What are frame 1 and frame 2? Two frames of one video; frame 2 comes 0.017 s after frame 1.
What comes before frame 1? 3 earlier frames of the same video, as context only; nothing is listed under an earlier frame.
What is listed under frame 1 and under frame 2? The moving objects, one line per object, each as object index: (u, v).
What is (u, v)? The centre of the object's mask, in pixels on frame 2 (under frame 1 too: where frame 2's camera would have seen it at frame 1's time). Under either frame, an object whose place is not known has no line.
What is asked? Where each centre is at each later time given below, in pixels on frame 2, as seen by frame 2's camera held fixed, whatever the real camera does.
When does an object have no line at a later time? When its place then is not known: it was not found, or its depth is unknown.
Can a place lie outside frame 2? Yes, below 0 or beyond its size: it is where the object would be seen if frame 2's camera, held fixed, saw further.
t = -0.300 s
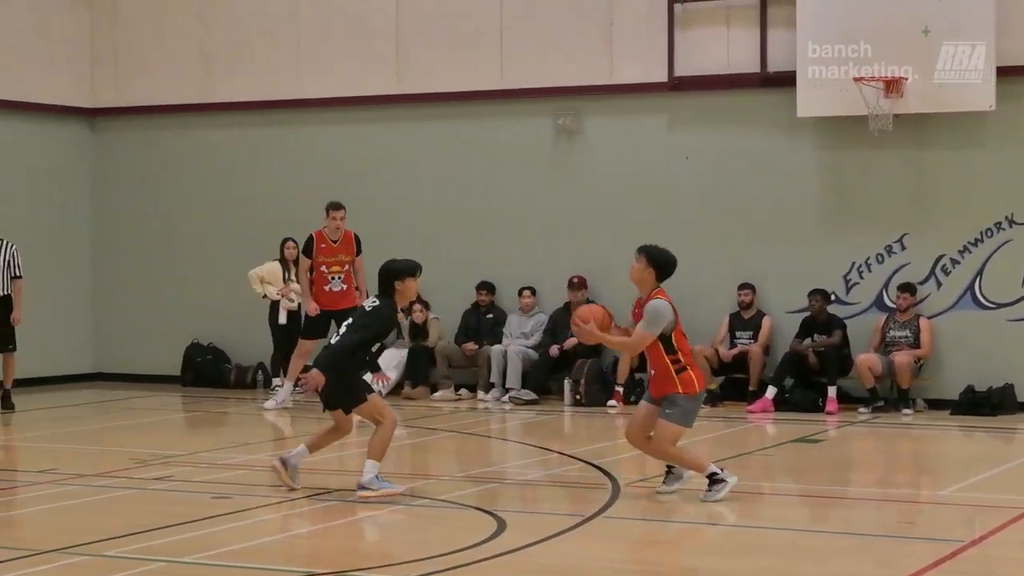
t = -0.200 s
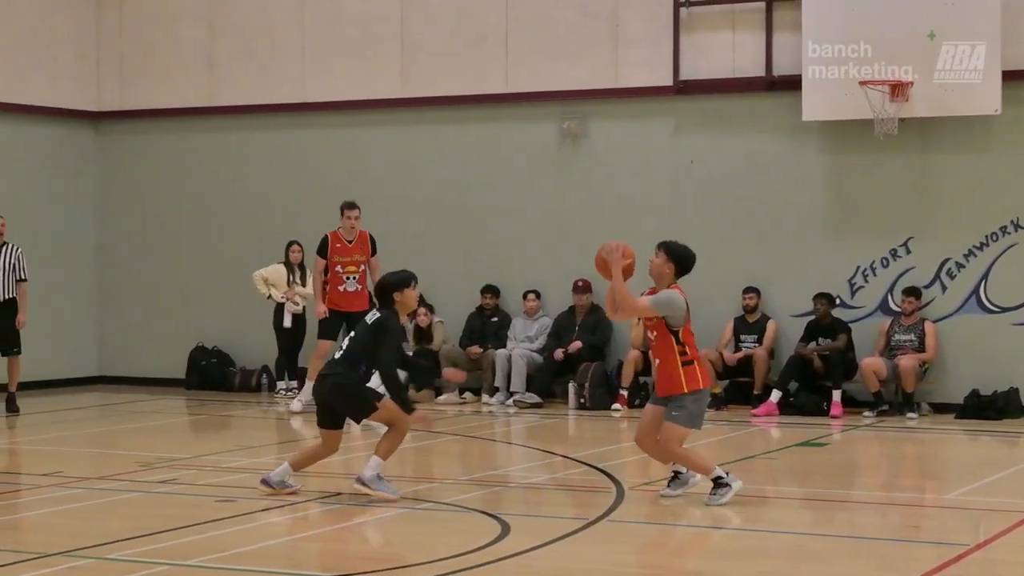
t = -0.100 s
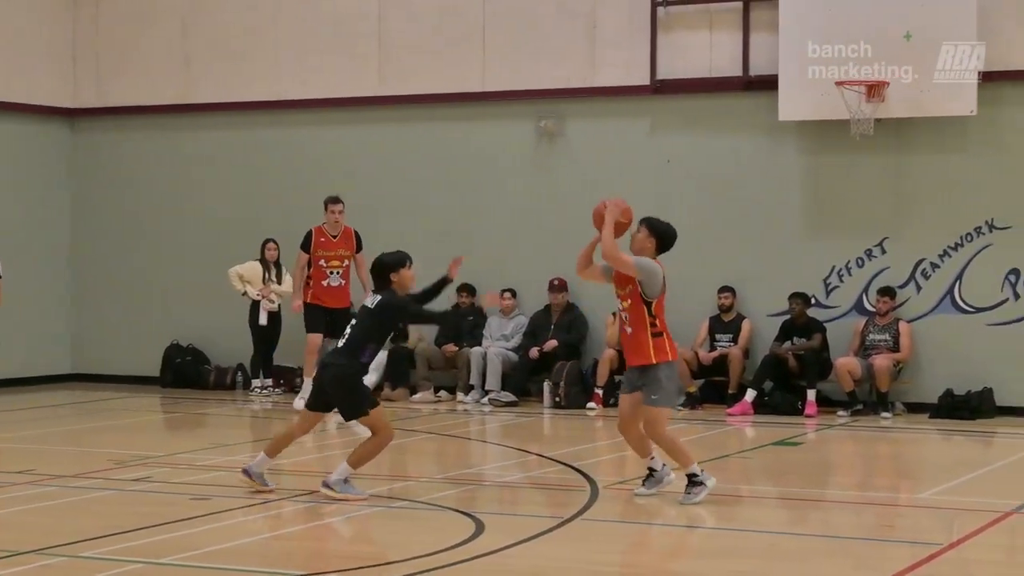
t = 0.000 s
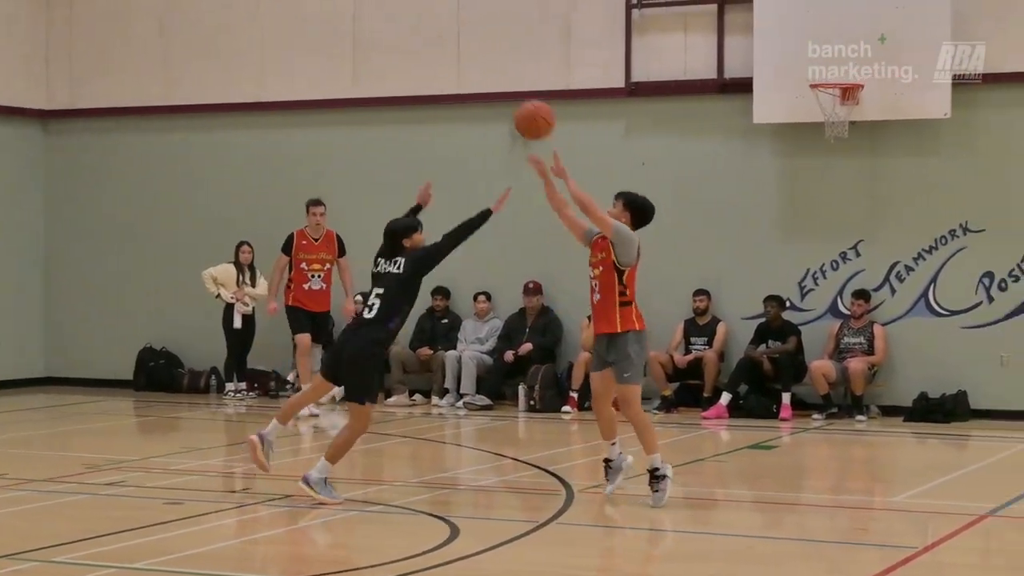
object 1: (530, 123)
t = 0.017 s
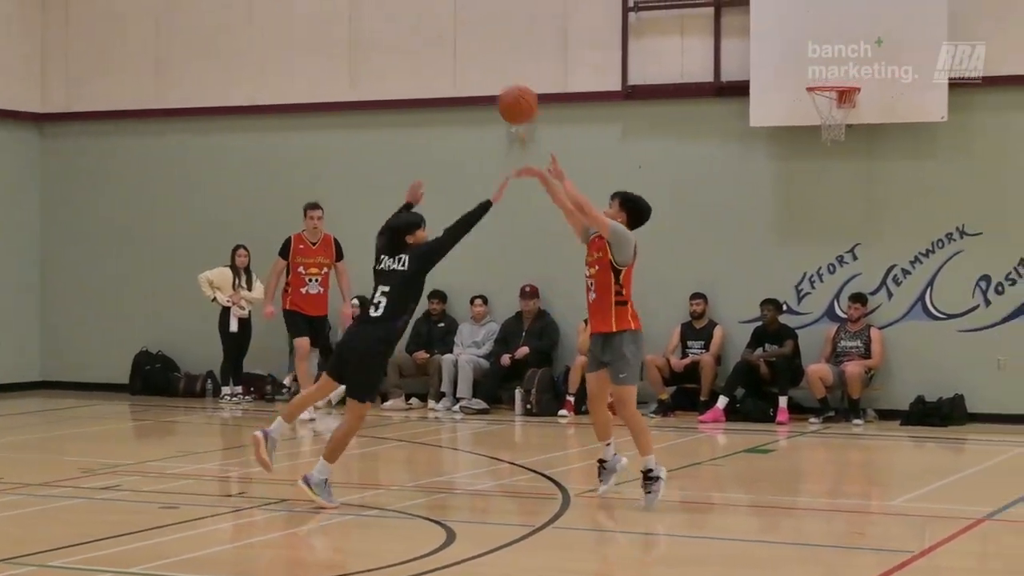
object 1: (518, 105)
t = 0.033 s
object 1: (504, 86)
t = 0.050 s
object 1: (490, 68)
